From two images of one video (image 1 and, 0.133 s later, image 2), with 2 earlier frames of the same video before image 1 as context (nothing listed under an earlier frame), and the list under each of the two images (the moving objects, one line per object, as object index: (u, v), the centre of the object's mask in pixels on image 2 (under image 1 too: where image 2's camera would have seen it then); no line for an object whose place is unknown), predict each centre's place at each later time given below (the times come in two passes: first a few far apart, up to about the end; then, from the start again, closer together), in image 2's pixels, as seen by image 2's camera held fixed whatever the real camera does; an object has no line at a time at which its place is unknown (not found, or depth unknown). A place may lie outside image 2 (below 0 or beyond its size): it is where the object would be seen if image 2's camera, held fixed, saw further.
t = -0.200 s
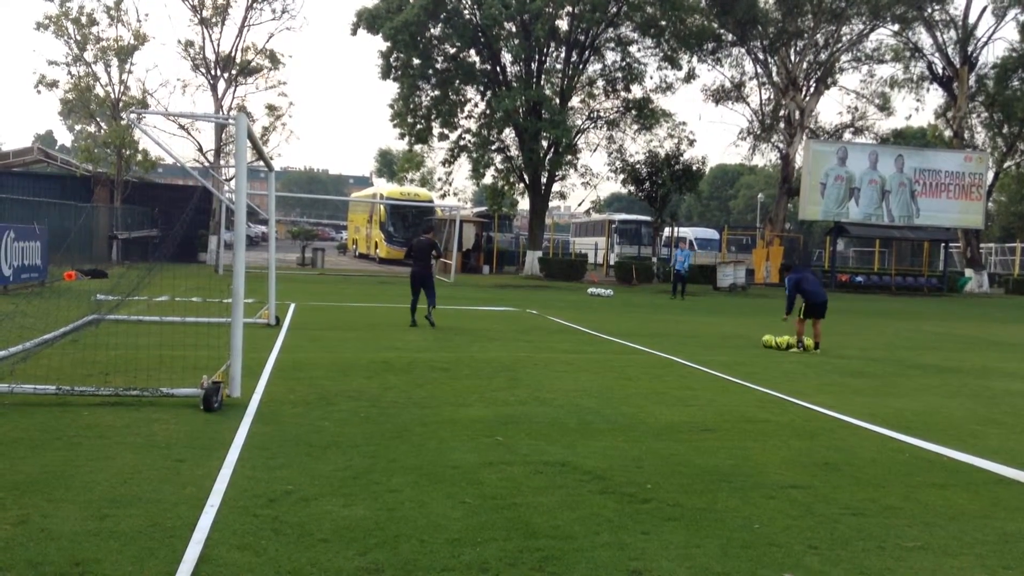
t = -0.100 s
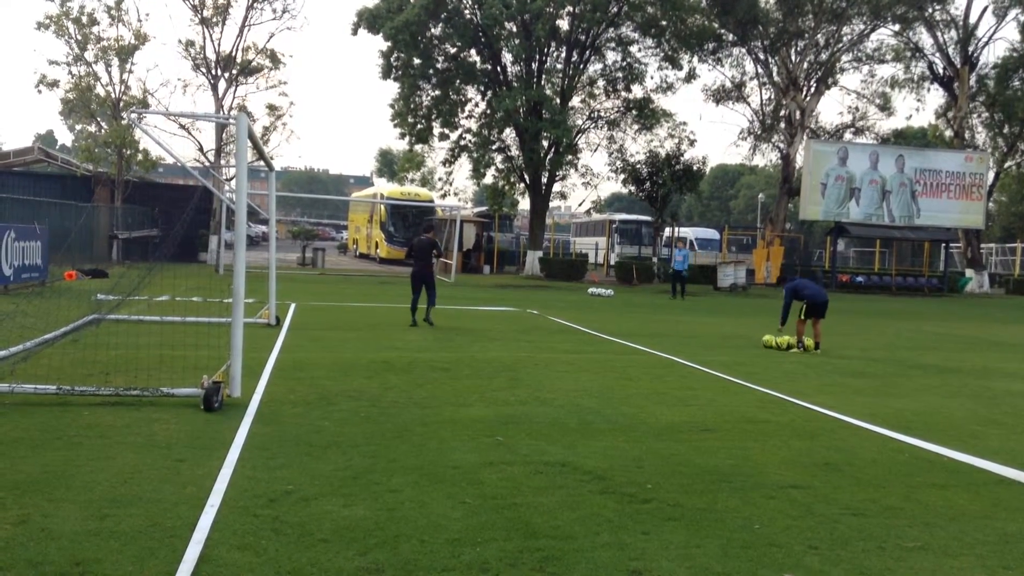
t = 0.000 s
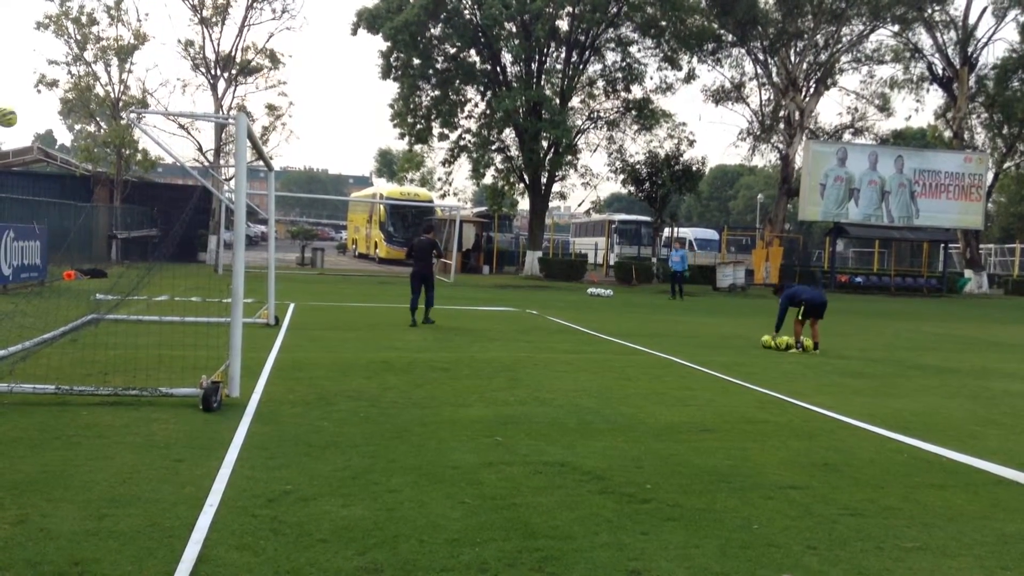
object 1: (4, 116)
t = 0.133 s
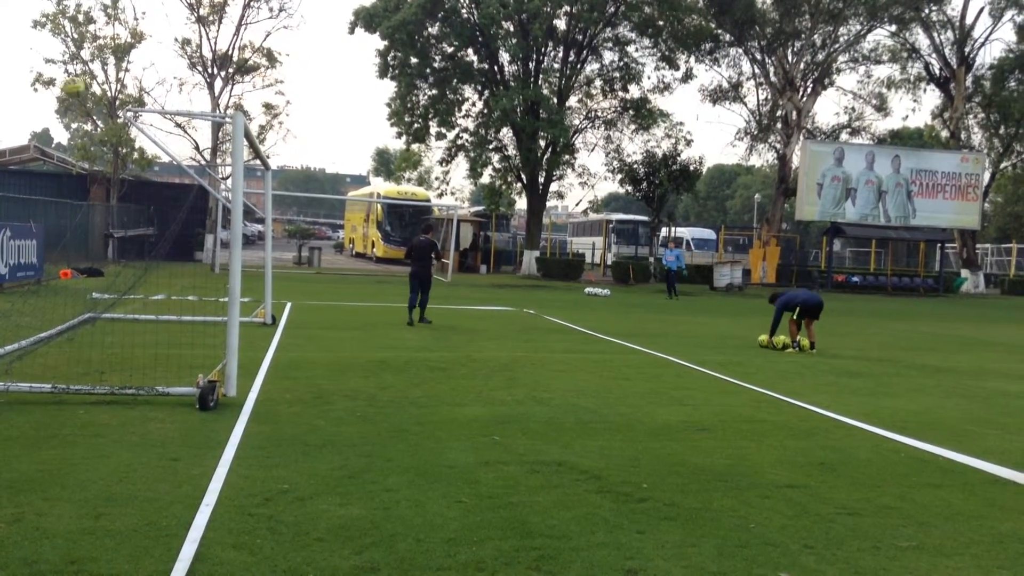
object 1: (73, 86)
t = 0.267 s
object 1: (142, 77)
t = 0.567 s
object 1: (285, 111)
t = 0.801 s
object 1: (388, 190)
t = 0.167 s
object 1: (90, 83)
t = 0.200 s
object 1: (107, 80)
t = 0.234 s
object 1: (125, 78)
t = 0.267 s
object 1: (142, 77)
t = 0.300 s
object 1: (158, 77)
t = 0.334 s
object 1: (175, 78)
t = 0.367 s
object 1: (192, 79)
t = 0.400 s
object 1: (208, 82)
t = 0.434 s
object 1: (224, 85)
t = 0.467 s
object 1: (240, 91)
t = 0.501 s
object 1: (256, 97)
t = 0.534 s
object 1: (271, 105)
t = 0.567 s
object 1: (285, 111)
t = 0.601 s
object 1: (301, 120)
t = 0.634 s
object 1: (316, 130)
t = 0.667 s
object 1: (331, 141)
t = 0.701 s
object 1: (345, 151)
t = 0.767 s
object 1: (374, 176)
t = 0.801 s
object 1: (388, 190)
